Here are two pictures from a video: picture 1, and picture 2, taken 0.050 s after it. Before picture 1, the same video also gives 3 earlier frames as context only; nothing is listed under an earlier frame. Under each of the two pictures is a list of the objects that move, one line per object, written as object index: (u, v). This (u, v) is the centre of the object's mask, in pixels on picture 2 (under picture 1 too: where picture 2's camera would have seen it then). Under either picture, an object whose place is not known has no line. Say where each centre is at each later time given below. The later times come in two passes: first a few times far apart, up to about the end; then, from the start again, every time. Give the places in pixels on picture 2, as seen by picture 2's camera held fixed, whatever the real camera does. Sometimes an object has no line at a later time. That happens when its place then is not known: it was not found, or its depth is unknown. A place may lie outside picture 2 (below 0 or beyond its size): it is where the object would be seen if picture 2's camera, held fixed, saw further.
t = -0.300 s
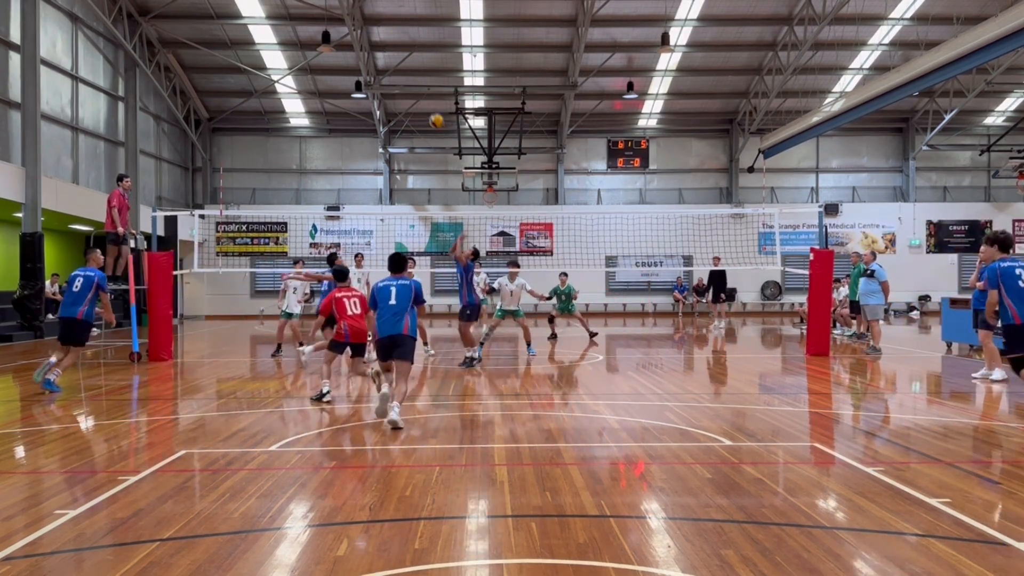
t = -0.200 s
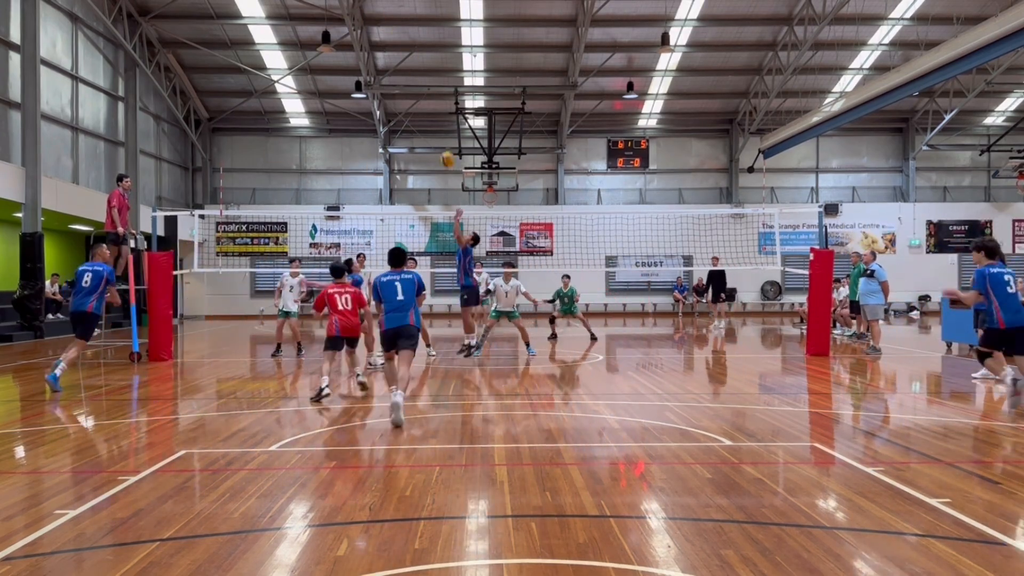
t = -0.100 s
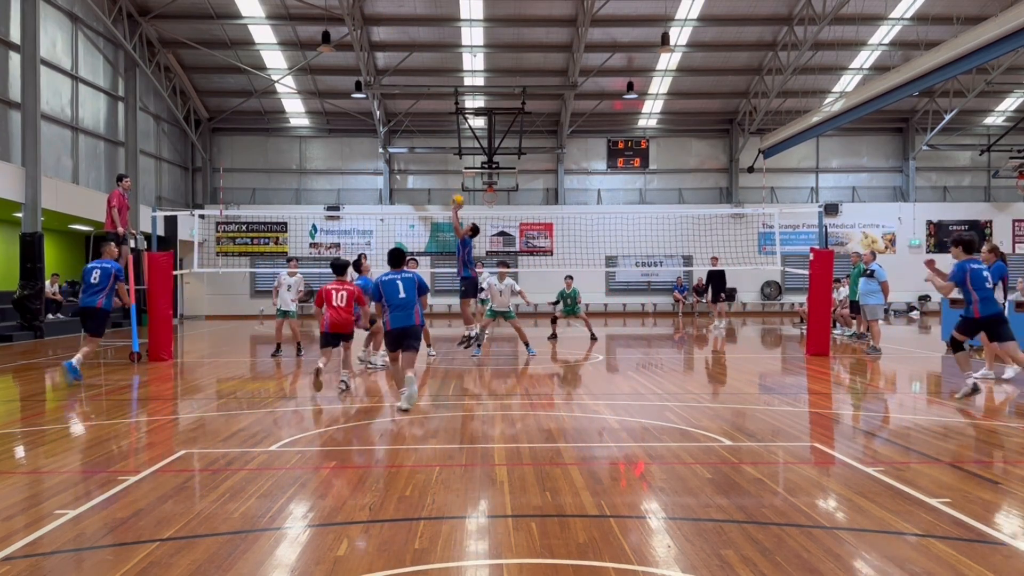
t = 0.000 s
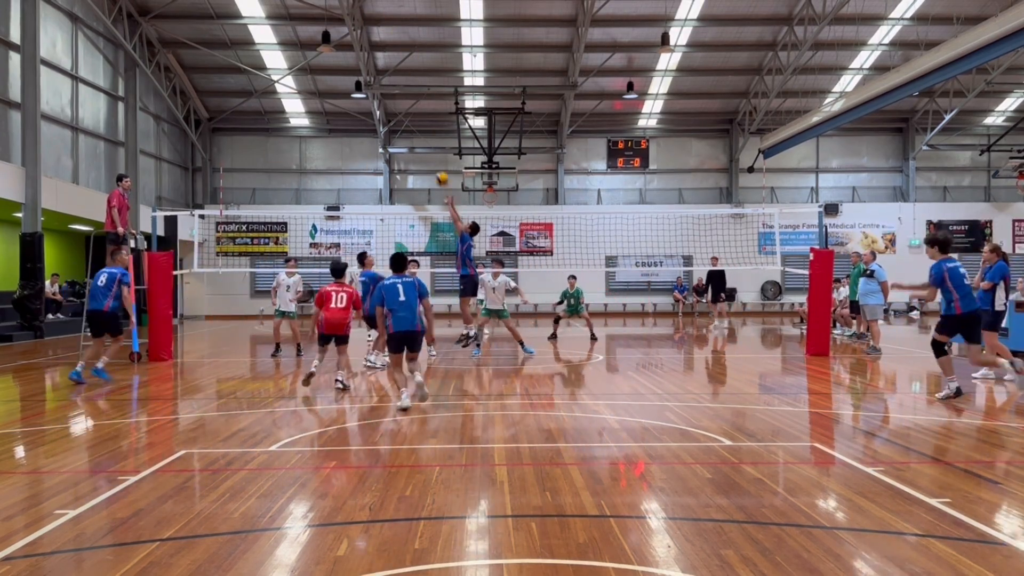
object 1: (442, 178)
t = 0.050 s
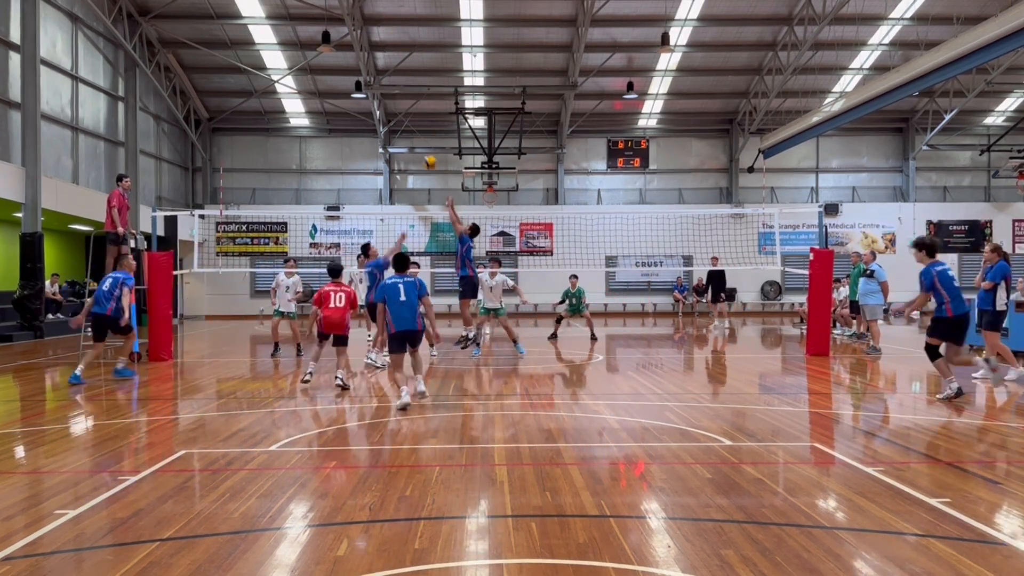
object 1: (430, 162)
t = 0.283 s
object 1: (376, 110)
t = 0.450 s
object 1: (341, 98)
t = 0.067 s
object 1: (427, 157)
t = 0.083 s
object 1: (422, 152)
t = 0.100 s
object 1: (419, 148)
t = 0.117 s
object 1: (415, 143)
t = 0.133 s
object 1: (411, 139)
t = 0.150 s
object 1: (407, 134)
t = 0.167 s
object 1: (403, 131)
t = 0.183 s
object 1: (400, 128)
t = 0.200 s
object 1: (395, 124)
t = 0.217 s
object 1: (392, 121)
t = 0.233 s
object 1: (389, 118)
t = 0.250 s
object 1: (385, 116)
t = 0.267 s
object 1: (381, 113)
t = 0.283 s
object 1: (376, 110)
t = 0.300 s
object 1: (373, 108)
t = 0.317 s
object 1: (369, 107)
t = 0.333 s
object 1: (365, 104)
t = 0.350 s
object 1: (362, 103)
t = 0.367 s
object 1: (359, 102)
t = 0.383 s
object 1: (355, 101)
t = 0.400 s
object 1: (352, 99)
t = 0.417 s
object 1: (348, 99)
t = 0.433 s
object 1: (344, 98)
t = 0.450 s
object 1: (341, 98)
